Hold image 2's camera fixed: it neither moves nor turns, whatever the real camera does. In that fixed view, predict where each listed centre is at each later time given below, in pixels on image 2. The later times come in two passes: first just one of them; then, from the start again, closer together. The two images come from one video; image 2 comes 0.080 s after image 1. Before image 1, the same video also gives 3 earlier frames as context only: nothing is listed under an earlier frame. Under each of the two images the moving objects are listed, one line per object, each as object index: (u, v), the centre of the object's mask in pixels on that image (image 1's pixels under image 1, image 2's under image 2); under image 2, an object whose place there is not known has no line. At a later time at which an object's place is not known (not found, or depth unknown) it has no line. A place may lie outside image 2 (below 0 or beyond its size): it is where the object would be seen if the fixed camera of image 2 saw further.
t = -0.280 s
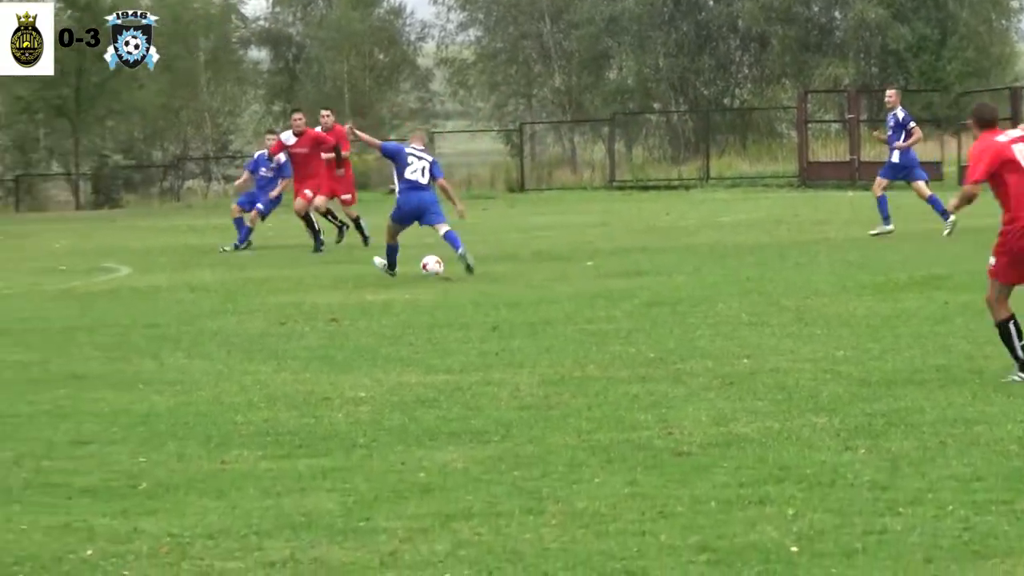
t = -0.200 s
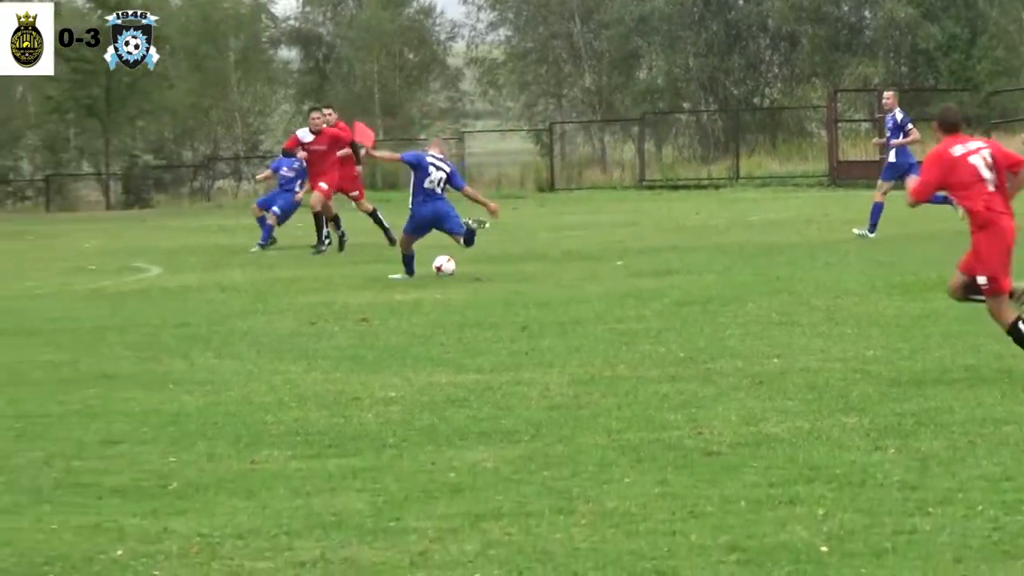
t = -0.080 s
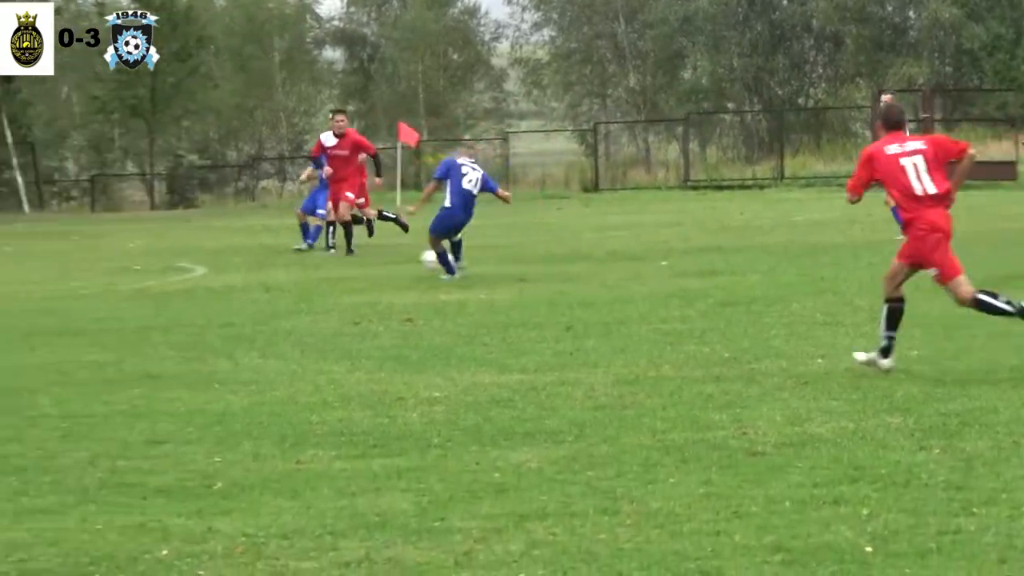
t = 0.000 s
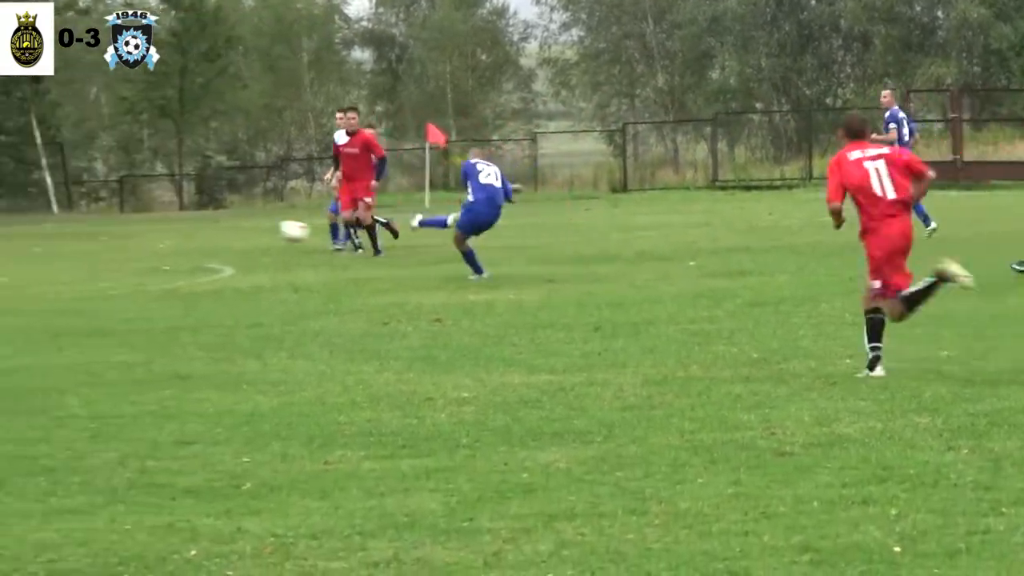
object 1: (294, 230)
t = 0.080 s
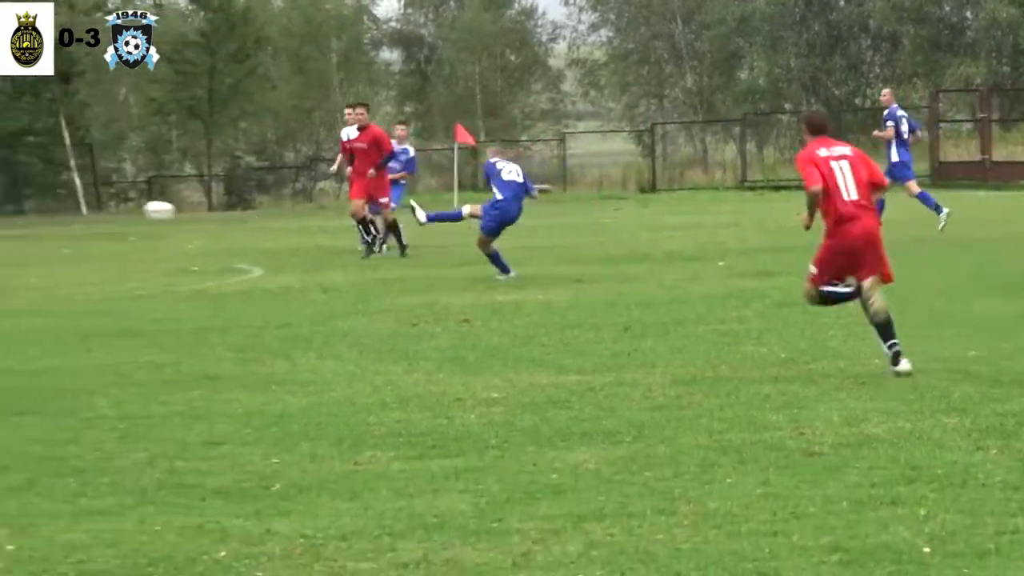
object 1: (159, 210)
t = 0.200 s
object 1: (-78, 195)
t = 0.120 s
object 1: (79, 203)
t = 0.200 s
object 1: (-78, 195)
